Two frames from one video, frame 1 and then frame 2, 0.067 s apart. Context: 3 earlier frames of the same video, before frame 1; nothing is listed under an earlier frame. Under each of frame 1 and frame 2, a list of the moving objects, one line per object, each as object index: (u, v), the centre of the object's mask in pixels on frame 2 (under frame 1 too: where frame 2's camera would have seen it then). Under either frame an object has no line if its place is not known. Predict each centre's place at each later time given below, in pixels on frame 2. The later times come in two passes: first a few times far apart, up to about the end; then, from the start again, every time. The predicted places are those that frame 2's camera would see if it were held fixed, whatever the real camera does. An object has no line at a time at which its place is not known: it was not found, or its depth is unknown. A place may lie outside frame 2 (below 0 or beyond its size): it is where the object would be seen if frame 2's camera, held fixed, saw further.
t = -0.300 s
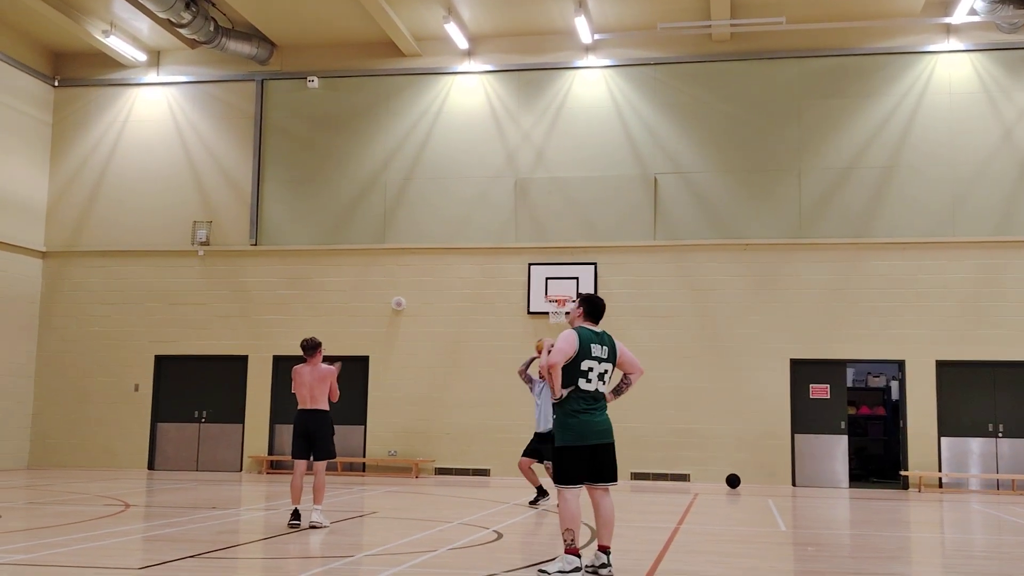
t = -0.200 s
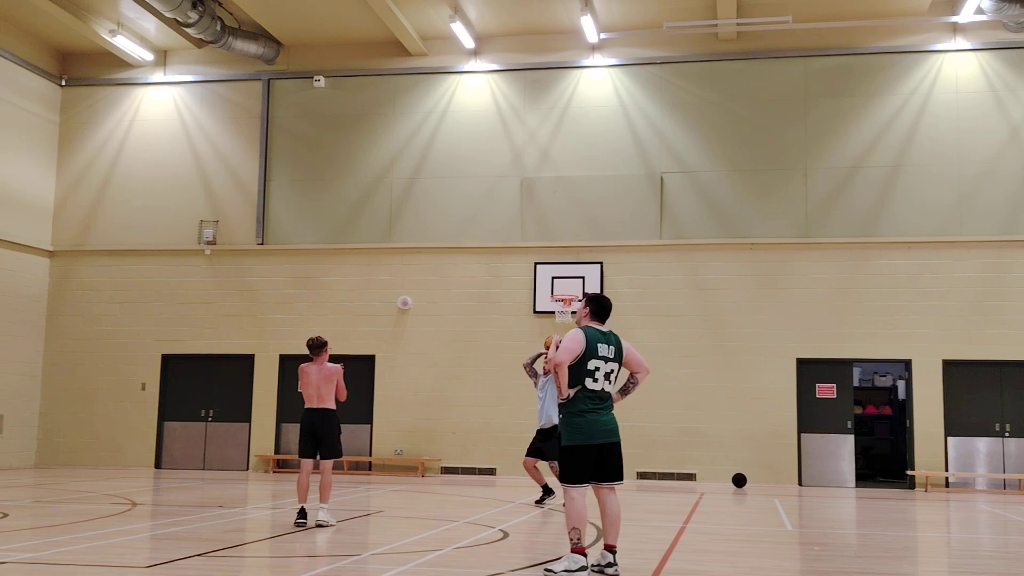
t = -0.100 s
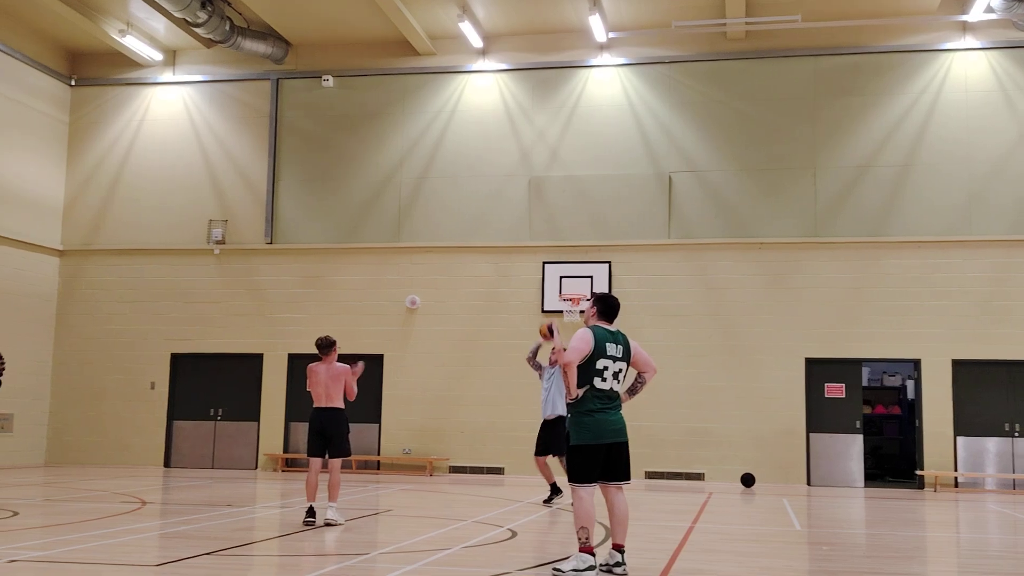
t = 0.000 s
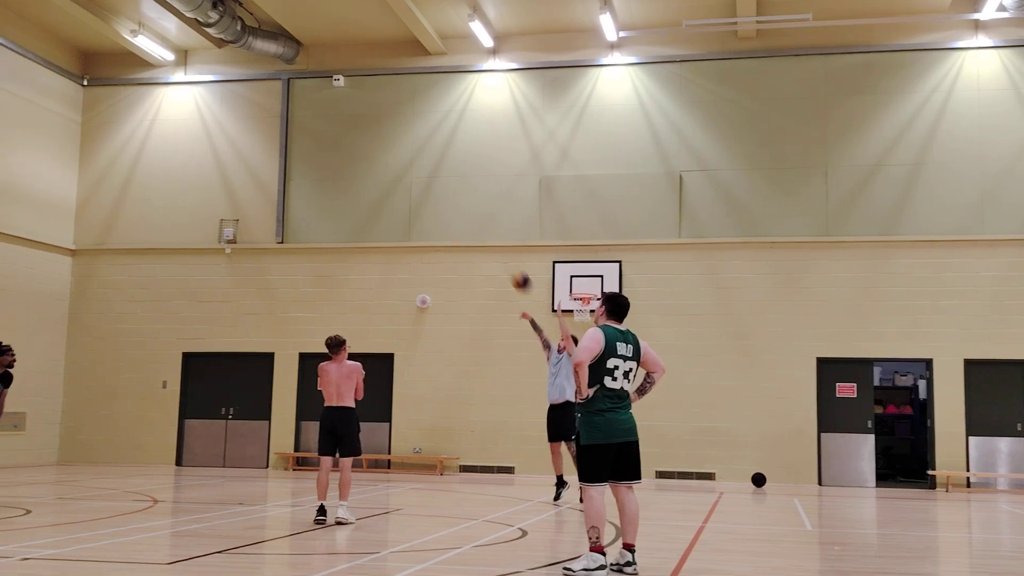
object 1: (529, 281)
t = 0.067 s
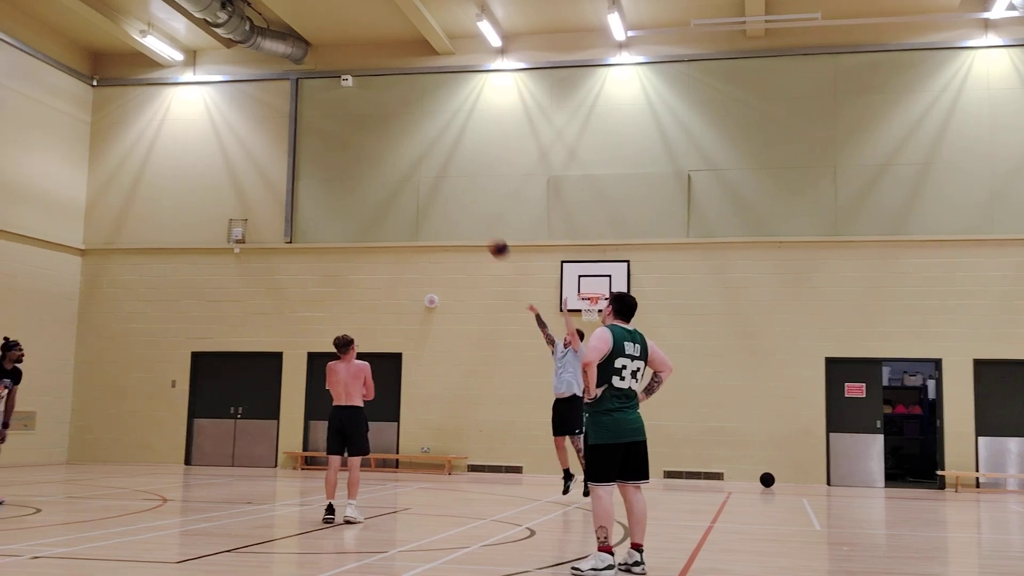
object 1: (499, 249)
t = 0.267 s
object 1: (404, 170)
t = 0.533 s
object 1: (268, 110)
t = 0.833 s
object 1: (99, 116)
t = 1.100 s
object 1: (-80, 192)
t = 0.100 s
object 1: (483, 233)
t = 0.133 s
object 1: (468, 219)
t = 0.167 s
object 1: (452, 206)
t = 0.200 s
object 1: (436, 192)
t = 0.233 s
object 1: (420, 181)
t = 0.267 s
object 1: (404, 170)
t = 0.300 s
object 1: (387, 159)
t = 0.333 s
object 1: (370, 149)
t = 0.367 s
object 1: (354, 140)
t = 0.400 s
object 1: (337, 132)
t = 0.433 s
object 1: (320, 126)
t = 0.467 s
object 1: (303, 119)
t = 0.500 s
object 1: (286, 115)
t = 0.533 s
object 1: (268, 110)
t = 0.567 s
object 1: (251, 107)
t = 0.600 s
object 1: (233, 105)
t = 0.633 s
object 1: (215, 103)
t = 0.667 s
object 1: (196, 103)
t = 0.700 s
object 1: (178, 103)
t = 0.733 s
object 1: (159, 105)
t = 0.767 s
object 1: (139, 107)
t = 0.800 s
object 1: (120, 111)
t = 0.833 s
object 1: (99, 116)
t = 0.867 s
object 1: (79, 122)
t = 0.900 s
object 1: (59, 129)
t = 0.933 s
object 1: (37, 137)
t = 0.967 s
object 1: (14, 146)
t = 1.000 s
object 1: (-8, 156)
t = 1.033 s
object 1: (-31, 168)
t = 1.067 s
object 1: (-53, 180)
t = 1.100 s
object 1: (-80, 192)
